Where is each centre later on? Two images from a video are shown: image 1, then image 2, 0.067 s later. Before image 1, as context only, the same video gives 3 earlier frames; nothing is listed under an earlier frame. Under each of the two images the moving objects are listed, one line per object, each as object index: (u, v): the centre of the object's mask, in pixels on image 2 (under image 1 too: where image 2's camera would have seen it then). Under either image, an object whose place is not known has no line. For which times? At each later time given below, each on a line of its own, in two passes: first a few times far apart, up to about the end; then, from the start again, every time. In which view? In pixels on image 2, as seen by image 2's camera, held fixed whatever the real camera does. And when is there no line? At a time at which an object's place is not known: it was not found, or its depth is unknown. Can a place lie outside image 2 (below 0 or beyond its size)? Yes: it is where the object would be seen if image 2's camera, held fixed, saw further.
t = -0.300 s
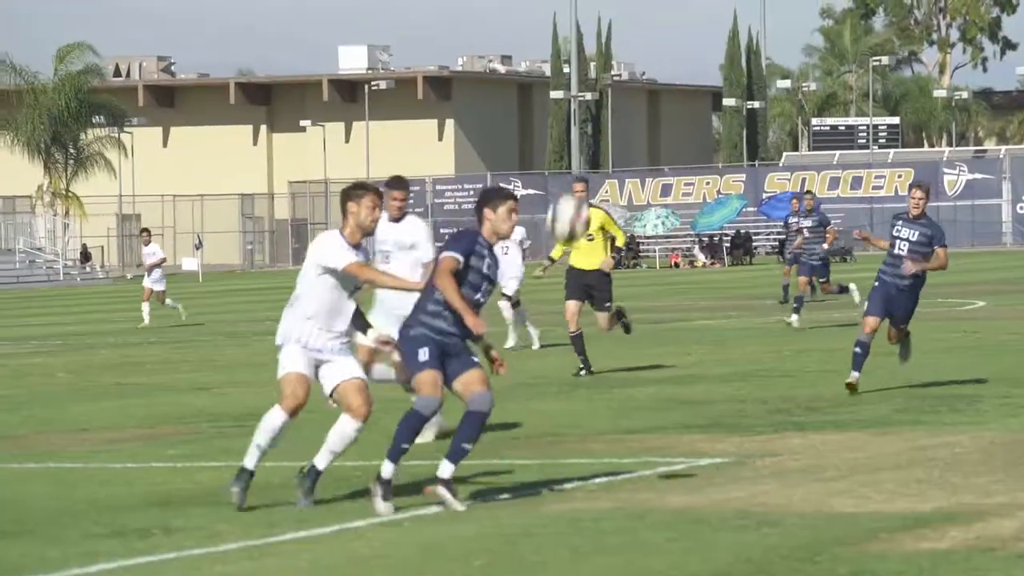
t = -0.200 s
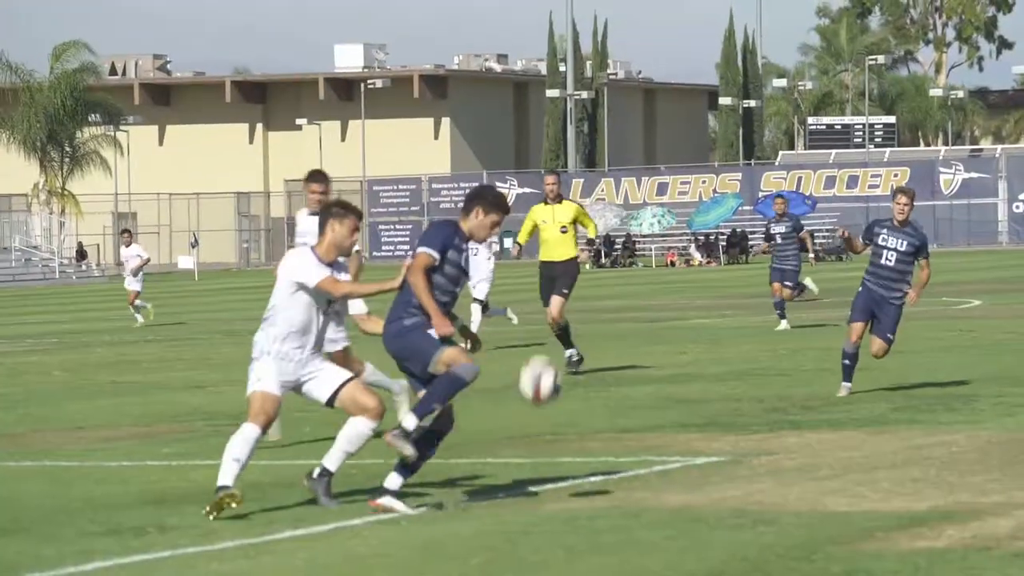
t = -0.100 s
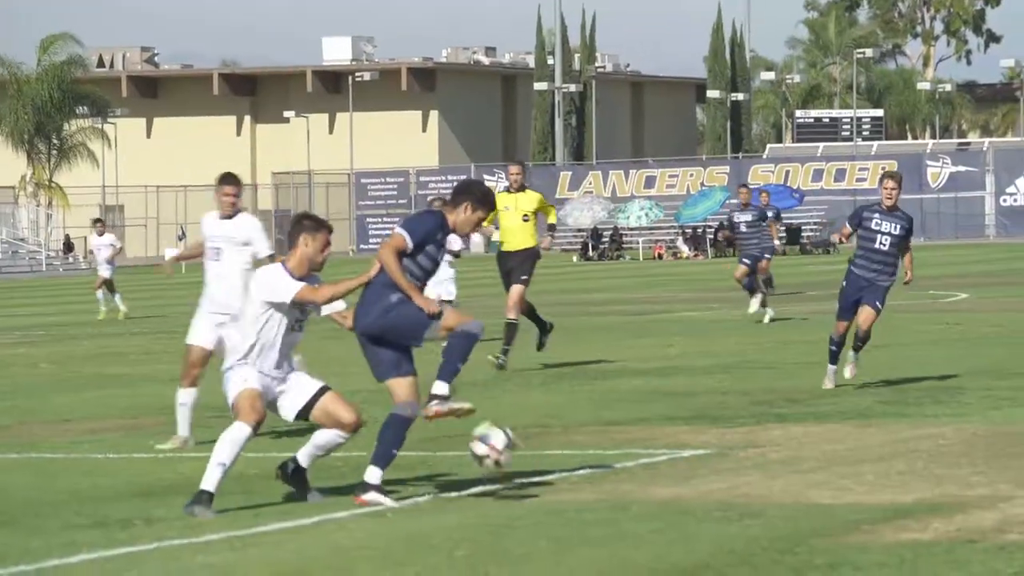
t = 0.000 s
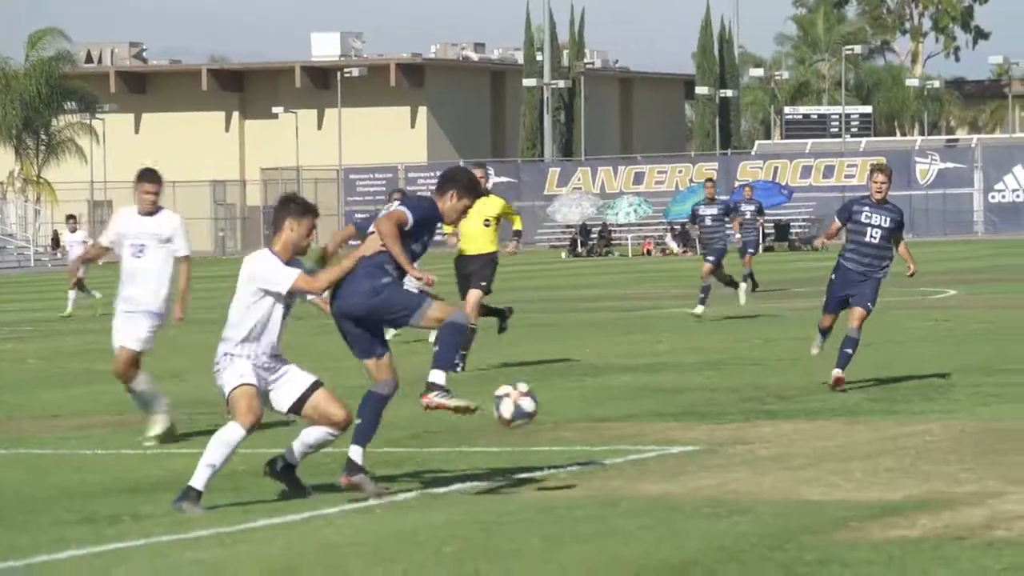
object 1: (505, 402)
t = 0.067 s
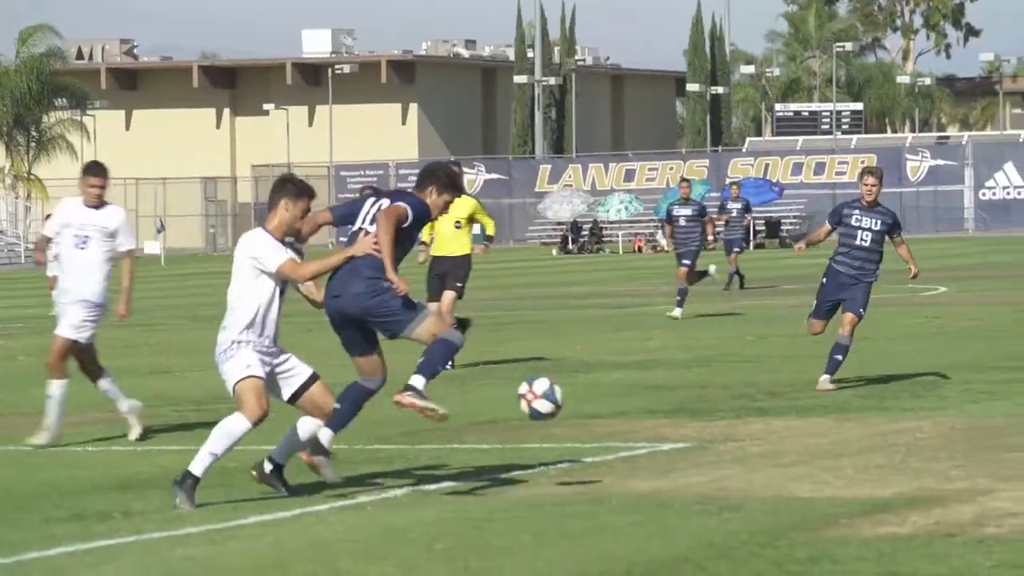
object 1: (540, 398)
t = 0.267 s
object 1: (644, 441)
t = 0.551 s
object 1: (739, 444)
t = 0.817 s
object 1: (814, 459)
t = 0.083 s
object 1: (549, 398)
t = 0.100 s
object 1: (557, 399)
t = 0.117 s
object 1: (565, 401)
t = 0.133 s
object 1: (574, 403)
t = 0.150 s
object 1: (583, 406)
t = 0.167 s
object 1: (592, 409)
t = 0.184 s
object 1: (601, 413)
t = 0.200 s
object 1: (611, 417)
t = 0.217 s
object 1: (619, 422)
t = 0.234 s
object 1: (627, 427)
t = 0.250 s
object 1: (636, 434)
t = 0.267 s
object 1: (644, 441)
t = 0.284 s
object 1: (653, 447)
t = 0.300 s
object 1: (662, 456)
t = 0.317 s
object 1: (670, 464)
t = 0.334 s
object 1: (678, 465)
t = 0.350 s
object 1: (683, 462)
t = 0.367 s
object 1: (687, 458)
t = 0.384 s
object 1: (692, 453)
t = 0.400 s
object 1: (696, 449)
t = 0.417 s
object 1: (702, 447)
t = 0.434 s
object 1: (706, 444)
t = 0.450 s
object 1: (711, 443)
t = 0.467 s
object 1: (715, 442)
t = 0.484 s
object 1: (720, 441)
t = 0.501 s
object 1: (724, 441)
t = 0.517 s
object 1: (730, 442)
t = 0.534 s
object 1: (734, 443)
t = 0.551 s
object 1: (739, 444)
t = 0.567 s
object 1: (744, 446)
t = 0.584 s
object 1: (749, 449)
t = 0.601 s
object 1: (754, 452)
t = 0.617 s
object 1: (758, 456)
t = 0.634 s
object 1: (764, 461)
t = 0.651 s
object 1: (769, 465)
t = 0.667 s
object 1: (773, 464)
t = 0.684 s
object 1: (777, 462)
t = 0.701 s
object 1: (782, 461)
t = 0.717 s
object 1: (786, 459)
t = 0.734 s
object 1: (790, 458)
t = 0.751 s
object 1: (795, 457)
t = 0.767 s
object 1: (800, 457)
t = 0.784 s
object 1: (805, 457)
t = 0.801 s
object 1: (809, 458)
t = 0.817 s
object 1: (814, 459)
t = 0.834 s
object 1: (819, 461)
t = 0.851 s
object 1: (823, 462)
